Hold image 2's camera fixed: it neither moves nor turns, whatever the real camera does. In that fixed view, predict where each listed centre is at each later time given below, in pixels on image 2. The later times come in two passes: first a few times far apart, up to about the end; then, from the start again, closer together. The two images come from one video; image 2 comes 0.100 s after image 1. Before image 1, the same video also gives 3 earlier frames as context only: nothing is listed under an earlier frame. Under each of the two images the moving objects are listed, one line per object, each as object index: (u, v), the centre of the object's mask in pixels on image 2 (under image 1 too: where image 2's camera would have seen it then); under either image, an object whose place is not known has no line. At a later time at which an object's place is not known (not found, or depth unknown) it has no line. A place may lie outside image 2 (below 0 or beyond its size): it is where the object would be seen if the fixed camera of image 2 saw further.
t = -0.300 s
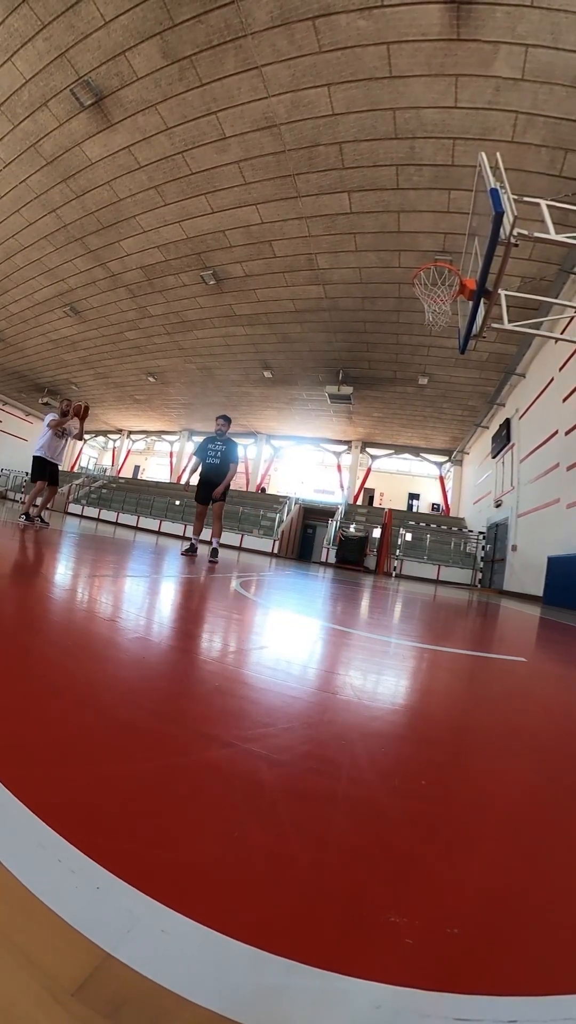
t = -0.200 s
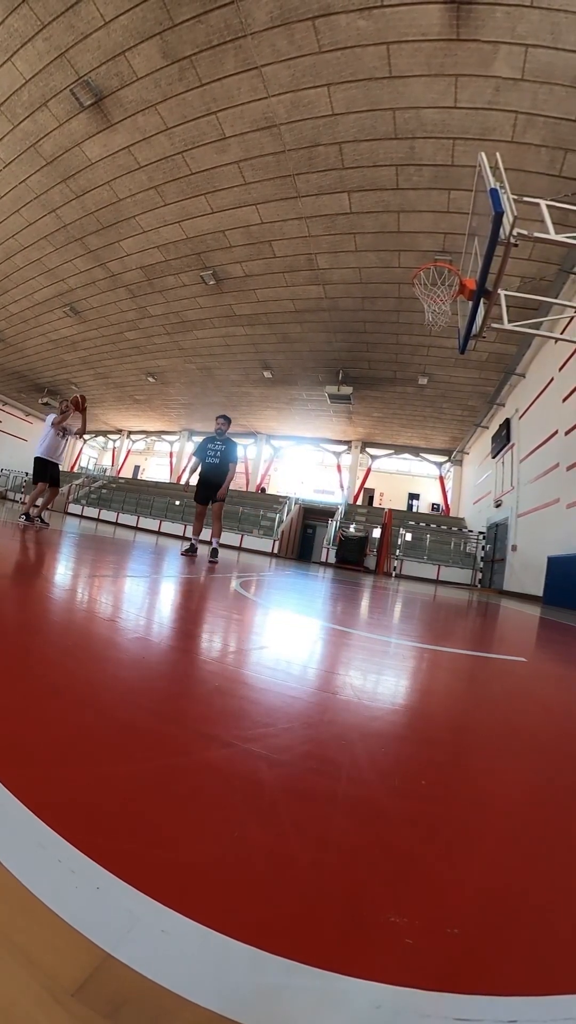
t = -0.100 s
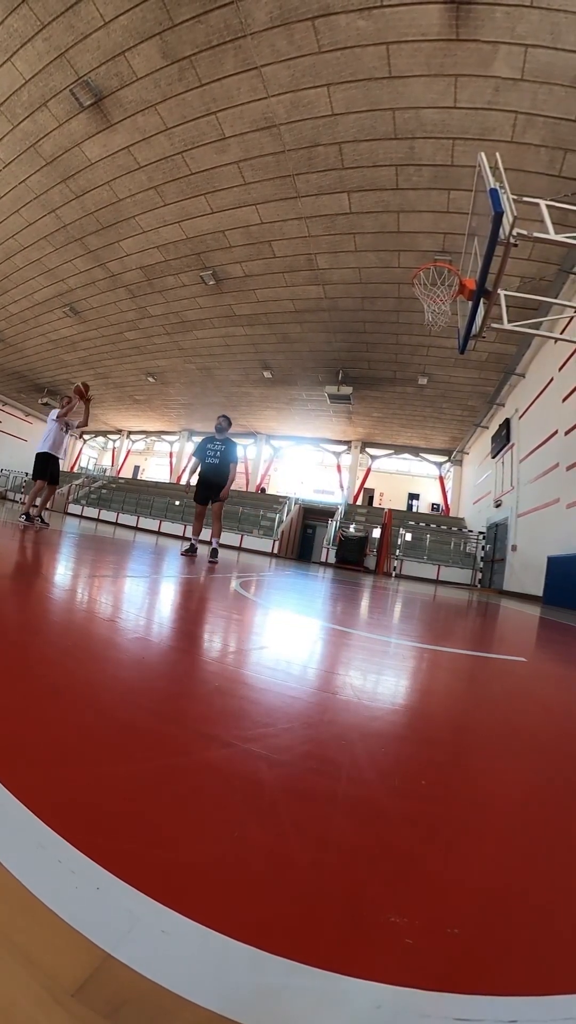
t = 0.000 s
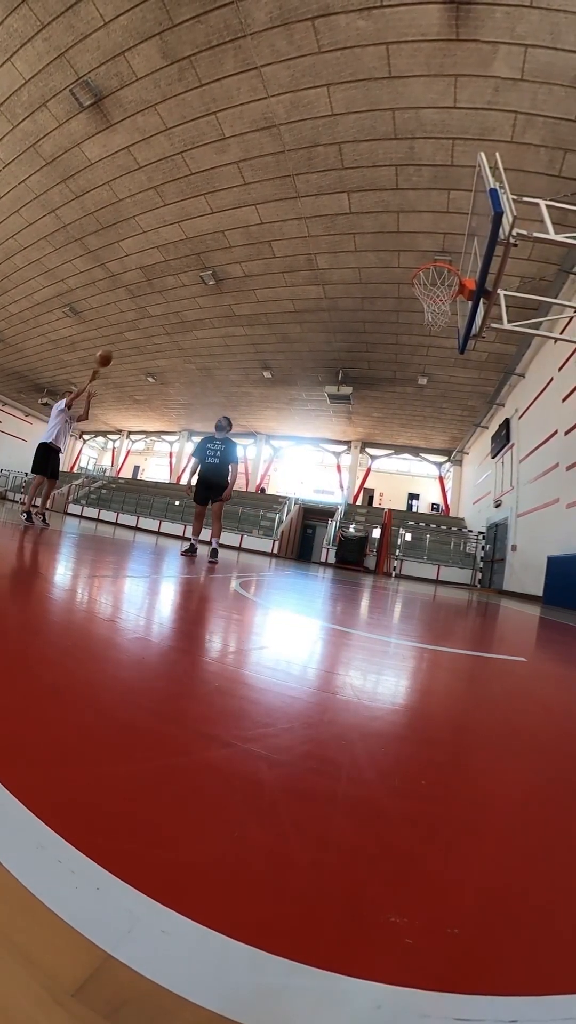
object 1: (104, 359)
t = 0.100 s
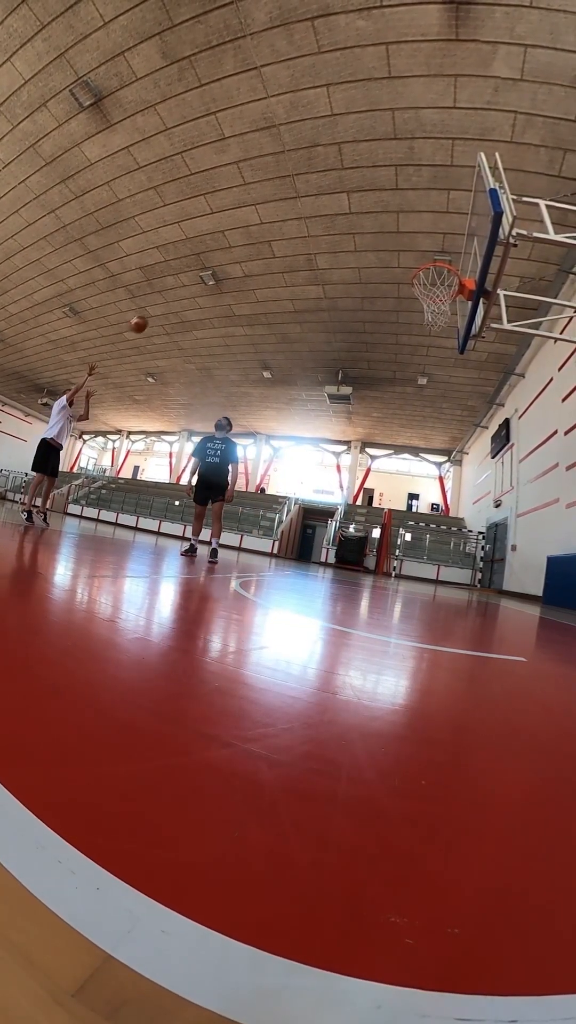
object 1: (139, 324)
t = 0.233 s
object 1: (187, 289)
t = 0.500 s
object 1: (279, 250)
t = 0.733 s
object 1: (363, 253)
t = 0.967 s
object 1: (453, 299)
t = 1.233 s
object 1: (445, 375)
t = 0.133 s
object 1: (151, 314)
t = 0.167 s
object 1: (162, 305)
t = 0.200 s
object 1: (174, 297)
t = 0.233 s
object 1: (187, 289)
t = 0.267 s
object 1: (198, 282)
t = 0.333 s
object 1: (221, 269)
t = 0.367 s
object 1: (233, 264)
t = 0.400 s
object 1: (244, 259)
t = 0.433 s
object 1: (255, 256)
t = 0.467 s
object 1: (267, 253)
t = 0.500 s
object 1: (279, 250)
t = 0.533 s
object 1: (290, 248)
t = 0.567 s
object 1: (302, 248)
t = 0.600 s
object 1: (314, 247)
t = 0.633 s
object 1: (326, 247)
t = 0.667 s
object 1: (338, 248)
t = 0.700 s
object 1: (351, 250)
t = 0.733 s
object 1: (363, 253)
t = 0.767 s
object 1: (376, 256)
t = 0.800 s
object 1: (389, 261)
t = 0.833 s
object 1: (402, 266)
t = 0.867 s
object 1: (414, 272)
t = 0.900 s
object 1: (429, 280)
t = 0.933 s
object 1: (442, 290)
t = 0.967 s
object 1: (453, 299)
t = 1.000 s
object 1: (450, 304)
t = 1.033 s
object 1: (449, 309)
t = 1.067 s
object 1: (448, 316)
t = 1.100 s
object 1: (447, 323)
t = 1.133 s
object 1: (447, 334)
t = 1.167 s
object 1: (447, 346)
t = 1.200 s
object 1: (446, 359)
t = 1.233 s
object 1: (445, 375)
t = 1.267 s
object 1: (444, 393)
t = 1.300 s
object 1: (443, 416)
